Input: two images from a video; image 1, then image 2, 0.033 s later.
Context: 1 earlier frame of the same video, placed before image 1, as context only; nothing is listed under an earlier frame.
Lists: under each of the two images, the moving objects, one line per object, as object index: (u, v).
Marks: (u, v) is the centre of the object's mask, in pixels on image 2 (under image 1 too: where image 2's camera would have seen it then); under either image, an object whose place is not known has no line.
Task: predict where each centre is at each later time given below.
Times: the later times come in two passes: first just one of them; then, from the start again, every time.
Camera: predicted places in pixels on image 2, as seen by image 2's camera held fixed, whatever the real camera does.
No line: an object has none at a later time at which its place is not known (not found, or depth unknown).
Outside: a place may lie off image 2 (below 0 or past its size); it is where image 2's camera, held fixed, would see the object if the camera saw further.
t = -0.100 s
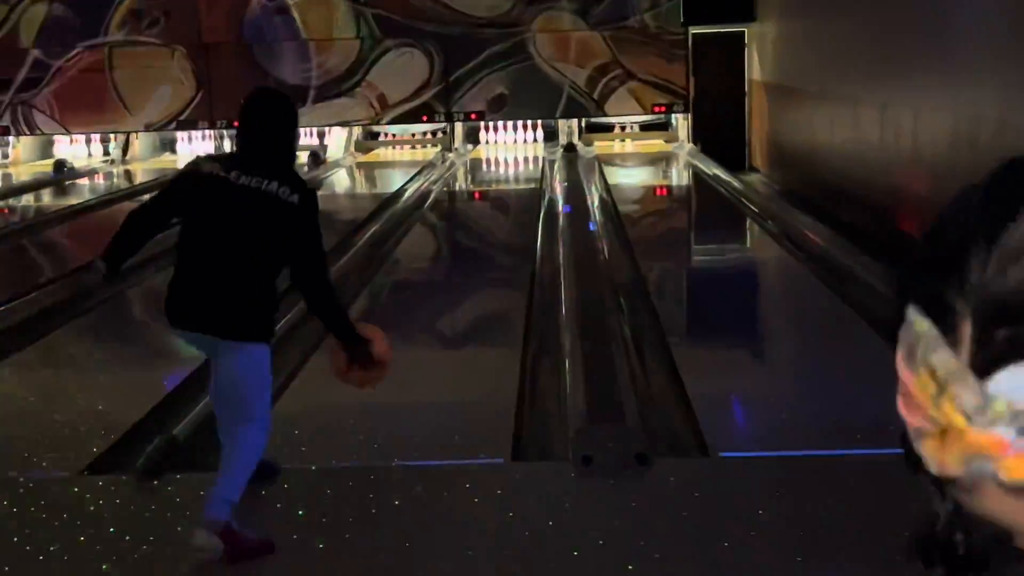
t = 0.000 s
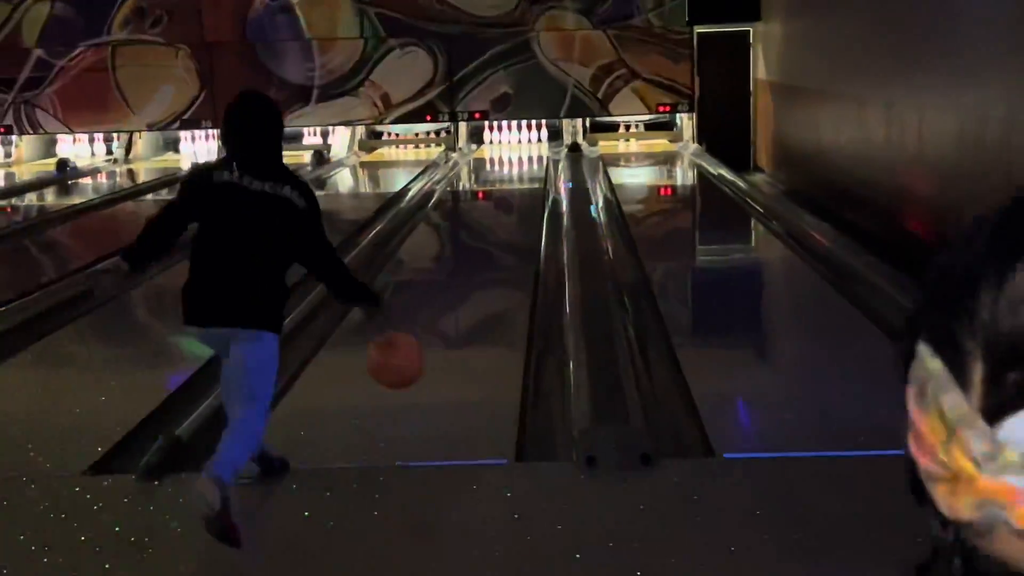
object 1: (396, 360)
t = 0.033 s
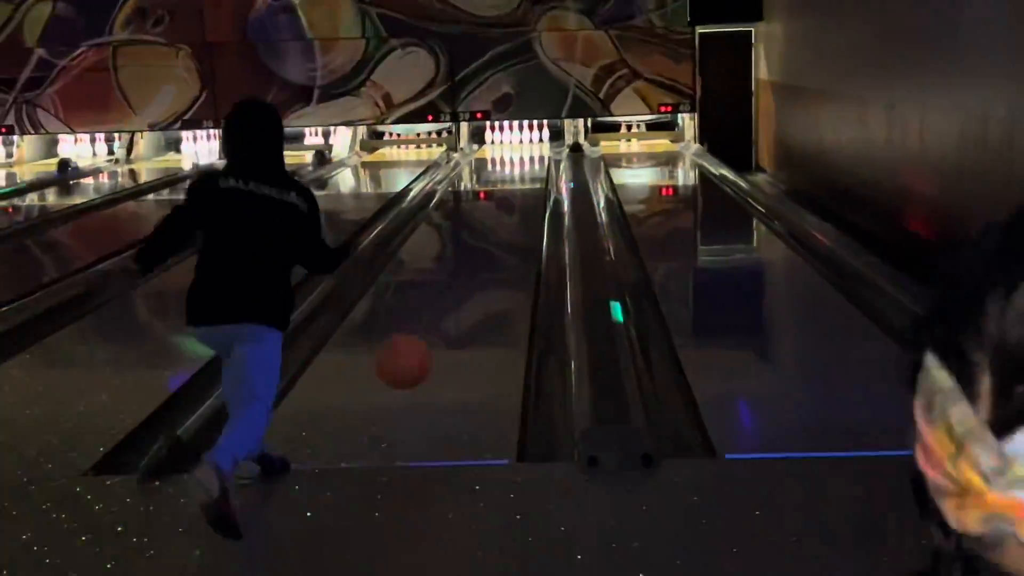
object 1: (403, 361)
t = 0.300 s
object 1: (436, 332)
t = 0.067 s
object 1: (408, 364)
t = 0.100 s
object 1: (414, 368)
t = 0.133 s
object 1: (420, 377)
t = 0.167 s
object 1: (424, 364)
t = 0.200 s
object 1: (427, 355)
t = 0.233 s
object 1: (431, 346)
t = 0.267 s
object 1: (434, 341)
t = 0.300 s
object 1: (436, 332)
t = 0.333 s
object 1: (440, 326)
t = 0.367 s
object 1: (444, 318)
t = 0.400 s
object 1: (446, 311)
